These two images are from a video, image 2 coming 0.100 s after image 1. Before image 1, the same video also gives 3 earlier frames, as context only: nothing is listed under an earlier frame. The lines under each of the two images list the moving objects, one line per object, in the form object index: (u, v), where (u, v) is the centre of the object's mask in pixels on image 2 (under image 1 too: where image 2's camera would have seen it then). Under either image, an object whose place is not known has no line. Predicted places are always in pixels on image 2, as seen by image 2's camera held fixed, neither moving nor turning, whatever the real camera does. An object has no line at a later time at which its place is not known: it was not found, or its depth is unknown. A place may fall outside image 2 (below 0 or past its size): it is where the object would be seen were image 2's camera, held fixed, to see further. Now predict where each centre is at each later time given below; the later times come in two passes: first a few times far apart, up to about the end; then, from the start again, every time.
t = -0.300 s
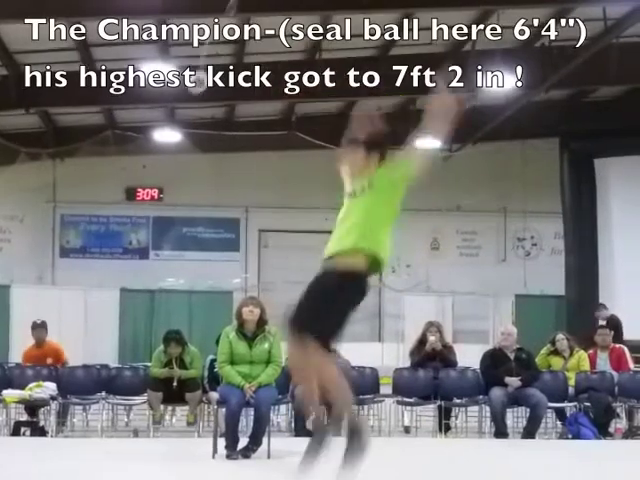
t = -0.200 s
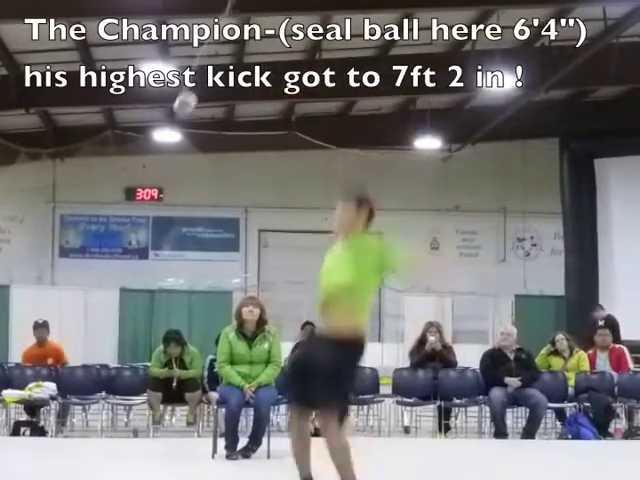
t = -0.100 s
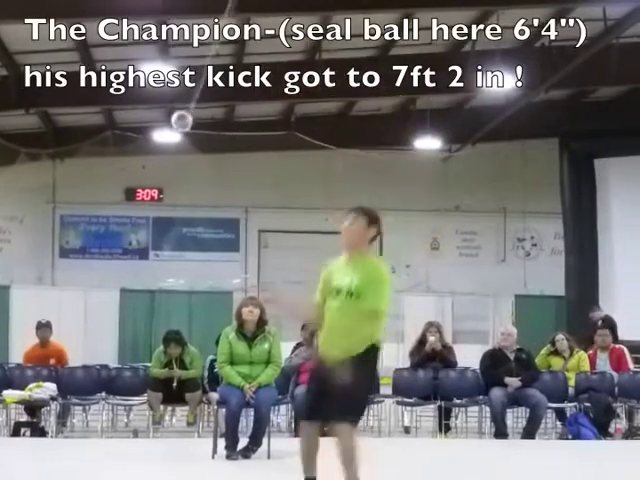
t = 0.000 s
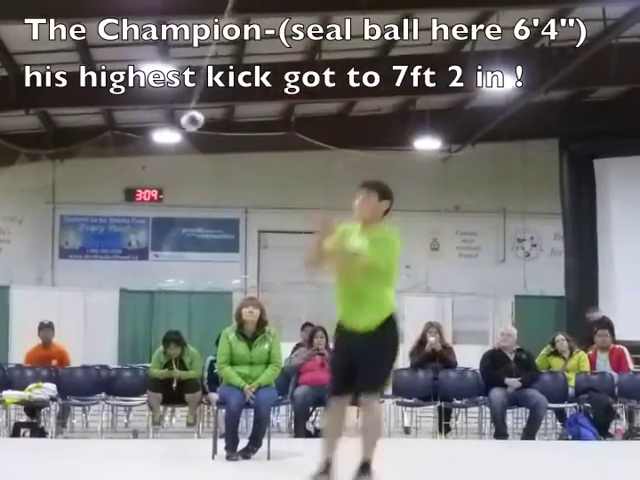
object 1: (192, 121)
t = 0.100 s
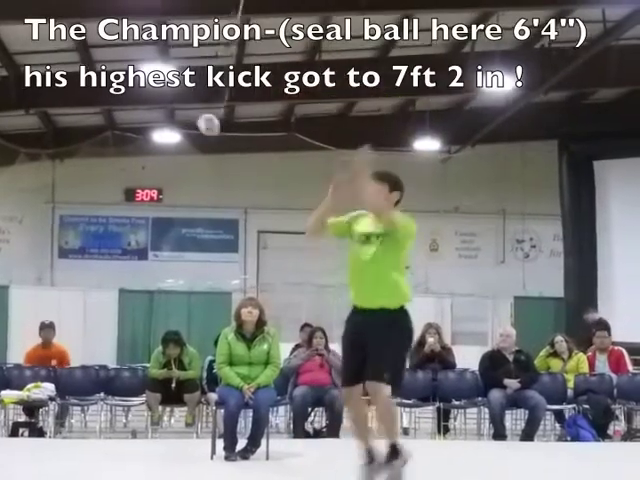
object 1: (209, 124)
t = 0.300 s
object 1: (249, 130)
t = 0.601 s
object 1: (304, 121)
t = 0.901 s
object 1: (307, 121)
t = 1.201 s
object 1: (258, 129)
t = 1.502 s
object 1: (202, 126)
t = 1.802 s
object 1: (187, 119)
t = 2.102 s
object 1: (221, 133)
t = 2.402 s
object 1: (279, 131)
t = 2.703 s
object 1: (310, 123)
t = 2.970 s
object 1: (294, 129)
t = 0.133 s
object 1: (215, 127)
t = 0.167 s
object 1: (221, 131)
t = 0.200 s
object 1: (227, 134)
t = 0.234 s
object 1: (234, 135)
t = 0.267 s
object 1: (242, 133)
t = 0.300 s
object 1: (249, 130)
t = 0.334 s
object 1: (258, 127)
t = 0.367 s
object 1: (266, 127)
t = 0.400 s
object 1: (272, 127)
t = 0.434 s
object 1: (279, 127)
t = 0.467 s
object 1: (286, 128)
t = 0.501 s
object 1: (292, 128)
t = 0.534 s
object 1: (297, 126)
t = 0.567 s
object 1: (301, 123)
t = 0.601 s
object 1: (304, 121)
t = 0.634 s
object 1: (307, 120)
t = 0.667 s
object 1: (310, 120)
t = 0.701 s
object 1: (312, 120)
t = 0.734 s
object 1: (314, 121)
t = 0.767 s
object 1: (315, 122)
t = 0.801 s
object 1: (315, 122)
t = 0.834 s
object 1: (313, 122)
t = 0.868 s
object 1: (310, 121)
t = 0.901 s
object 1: (307, 121)
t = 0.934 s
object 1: (303, 121)
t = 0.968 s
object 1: (300, 123)
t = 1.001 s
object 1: (296, 125)
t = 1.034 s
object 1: (291, 128)
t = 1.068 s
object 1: (285, 129)
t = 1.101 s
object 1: (279, 129)
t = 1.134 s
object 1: (272, 128)
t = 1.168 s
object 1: (265, 129)
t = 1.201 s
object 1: (258, 129)
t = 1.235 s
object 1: (251, 131)
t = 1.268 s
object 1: (244, 132)
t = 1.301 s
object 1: (237, 134)
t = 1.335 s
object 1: (230, 135)
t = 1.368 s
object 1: (223, 133)
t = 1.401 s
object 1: (217, 131)
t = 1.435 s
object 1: (212, 129)
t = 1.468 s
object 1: (207, 128)
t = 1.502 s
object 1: (202, 126)
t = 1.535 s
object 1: (197, 126)
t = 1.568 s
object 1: (193, 126)
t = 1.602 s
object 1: (190, 125)
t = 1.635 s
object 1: (188, 123)
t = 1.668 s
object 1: (187, 121)
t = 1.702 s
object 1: (186, 119)
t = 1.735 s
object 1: (186, 119)
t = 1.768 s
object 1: (186, 119)
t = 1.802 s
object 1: (187, 119)
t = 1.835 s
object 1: (188, 121)
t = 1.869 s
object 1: (190, 123)
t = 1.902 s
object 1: (193, 124)
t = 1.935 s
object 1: (196, 125)
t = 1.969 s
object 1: (201, 125)
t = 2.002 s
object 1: (205, 126)
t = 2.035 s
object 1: (210, 128)
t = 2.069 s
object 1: (215, 130)
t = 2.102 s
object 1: (221, 133)
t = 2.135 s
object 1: (227, 135)
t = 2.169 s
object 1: (233, 136)
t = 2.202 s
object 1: (240, 135)
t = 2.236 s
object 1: (247, 135)
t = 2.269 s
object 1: (254, 134)
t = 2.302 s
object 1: (261, 133)
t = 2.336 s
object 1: (267, 132)
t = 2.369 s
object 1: (273, 132)
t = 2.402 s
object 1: (279, 131)
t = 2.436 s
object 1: (285, 130)
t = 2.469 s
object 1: (290, 128)
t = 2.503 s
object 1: (295, 126)
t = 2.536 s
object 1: (298, 124)
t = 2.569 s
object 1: (302, 123)
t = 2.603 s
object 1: (305, 122)
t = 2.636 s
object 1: (307, 122)
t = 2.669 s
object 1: (309, 123)
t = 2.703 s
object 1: (310, 123)
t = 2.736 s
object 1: (311, 123)
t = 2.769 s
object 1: (310, 123)
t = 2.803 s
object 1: (309, 124)
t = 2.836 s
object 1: (308, 124)
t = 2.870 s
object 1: (305, 125)
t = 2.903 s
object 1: (302, 127)
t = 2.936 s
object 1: (298, 128)
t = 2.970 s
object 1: (294, 129)
